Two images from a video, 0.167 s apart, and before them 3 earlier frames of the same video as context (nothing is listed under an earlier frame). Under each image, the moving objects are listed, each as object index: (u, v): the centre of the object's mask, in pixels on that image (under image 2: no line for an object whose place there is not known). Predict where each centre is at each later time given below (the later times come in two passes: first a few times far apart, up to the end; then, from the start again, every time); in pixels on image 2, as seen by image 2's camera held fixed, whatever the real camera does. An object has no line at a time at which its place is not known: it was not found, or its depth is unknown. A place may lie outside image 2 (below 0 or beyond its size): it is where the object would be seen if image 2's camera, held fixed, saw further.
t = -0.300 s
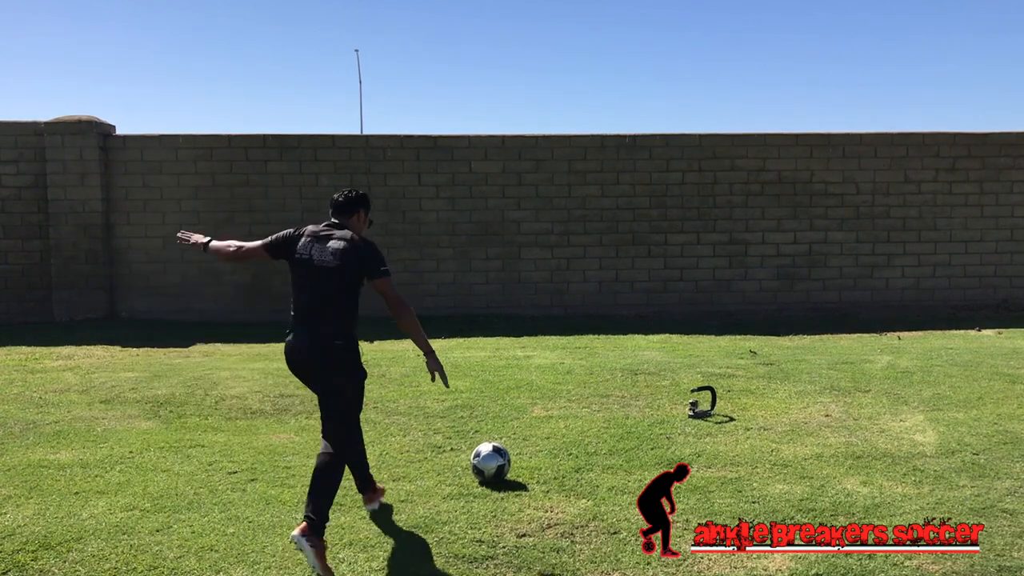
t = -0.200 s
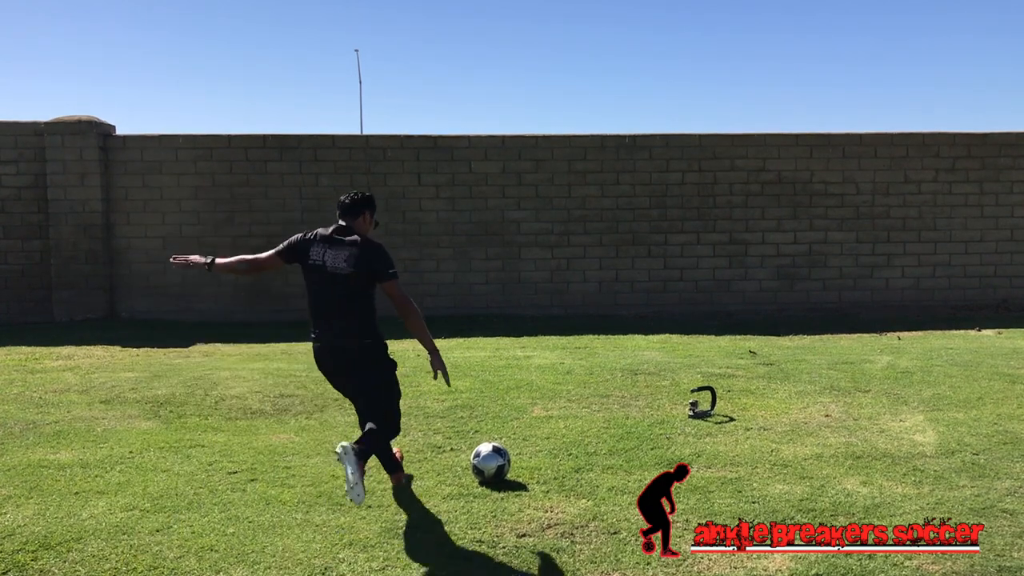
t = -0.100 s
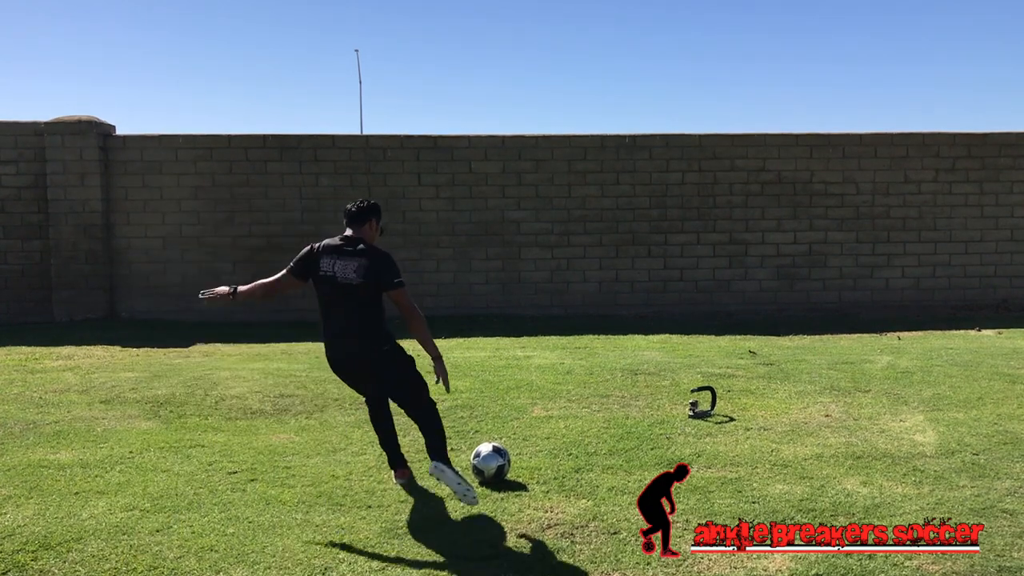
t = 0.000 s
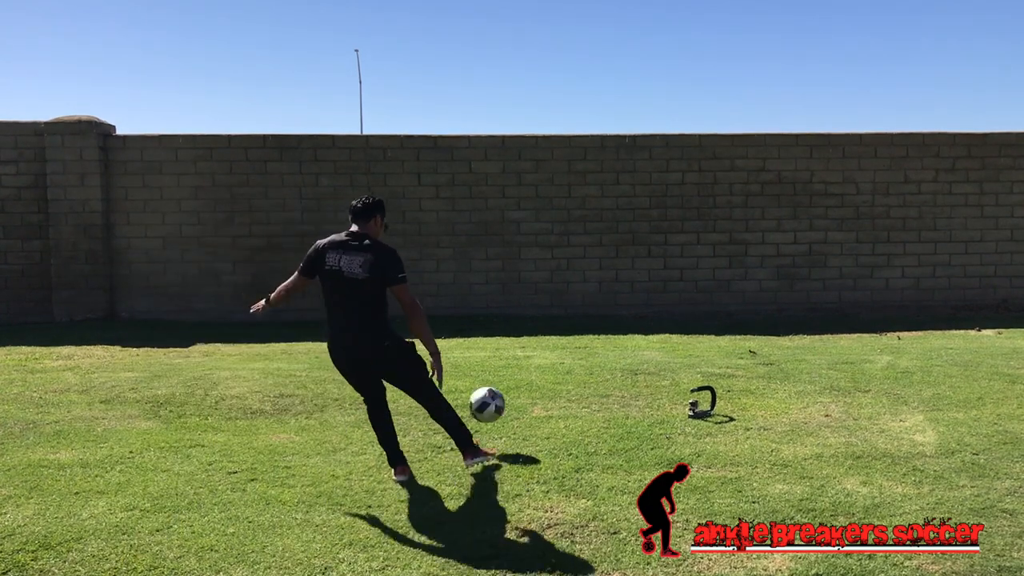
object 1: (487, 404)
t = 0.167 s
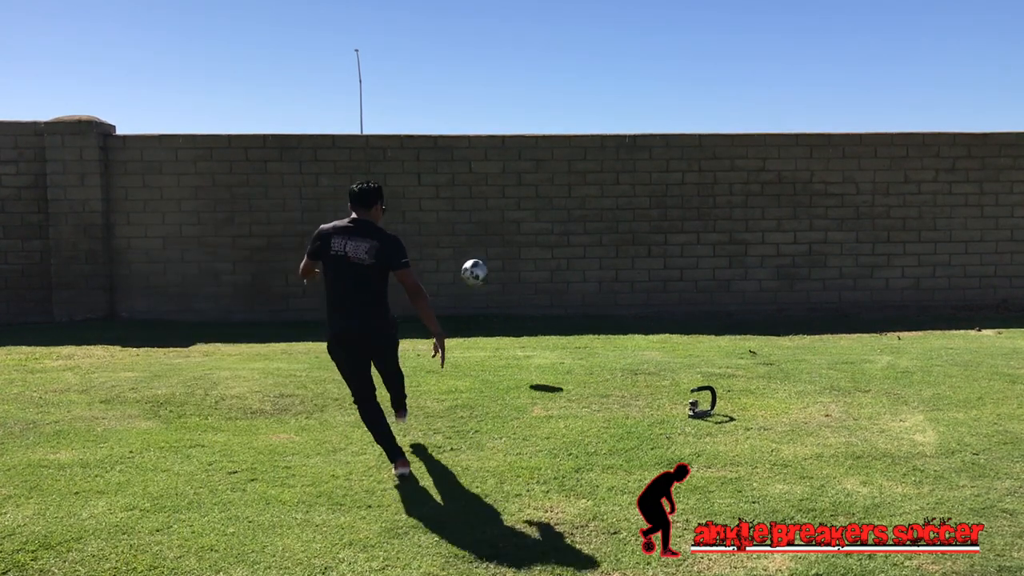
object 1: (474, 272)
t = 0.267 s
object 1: (469, 234)
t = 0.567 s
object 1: (463, 209)
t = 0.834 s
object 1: (474, 291)
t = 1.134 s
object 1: (486, 320)
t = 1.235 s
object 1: (490, 310)
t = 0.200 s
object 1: (473, 257)
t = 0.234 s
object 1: (471, 244)
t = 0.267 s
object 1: (469, 234)
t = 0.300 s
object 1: (467, 225)
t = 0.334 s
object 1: (466, 219)
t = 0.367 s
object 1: (465, 213)
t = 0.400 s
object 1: (463, 209)
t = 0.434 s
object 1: (462, 206)
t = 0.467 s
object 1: (461, 204)
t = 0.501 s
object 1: (461, 205)
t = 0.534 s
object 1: (462, 207)
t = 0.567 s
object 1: (463, 209)
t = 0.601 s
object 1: (464, 214)
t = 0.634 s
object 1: (466, 220)
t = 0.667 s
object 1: (467, 227)
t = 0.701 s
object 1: (468, 236)
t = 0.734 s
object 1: (470, 247)
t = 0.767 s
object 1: (471, 259)
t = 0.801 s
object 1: (472, 274)
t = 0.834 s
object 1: (474, 291)
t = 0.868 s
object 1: (475, 311)
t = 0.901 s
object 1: (477, 333)
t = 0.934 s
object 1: (479, 359)
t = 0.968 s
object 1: (480, 363)
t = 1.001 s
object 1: (481, 351)
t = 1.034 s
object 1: (482, 342)
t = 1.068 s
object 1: (483, 333)
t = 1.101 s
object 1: (485, 326)
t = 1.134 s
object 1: (486, 320)
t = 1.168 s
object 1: (487, 316)
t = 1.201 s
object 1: (489, 312)
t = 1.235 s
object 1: (490, 310)
